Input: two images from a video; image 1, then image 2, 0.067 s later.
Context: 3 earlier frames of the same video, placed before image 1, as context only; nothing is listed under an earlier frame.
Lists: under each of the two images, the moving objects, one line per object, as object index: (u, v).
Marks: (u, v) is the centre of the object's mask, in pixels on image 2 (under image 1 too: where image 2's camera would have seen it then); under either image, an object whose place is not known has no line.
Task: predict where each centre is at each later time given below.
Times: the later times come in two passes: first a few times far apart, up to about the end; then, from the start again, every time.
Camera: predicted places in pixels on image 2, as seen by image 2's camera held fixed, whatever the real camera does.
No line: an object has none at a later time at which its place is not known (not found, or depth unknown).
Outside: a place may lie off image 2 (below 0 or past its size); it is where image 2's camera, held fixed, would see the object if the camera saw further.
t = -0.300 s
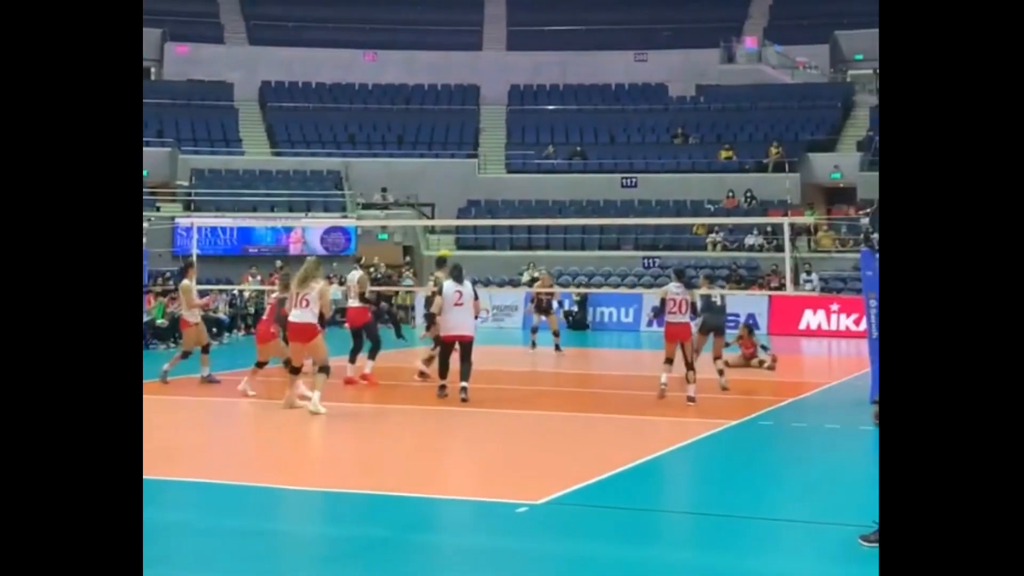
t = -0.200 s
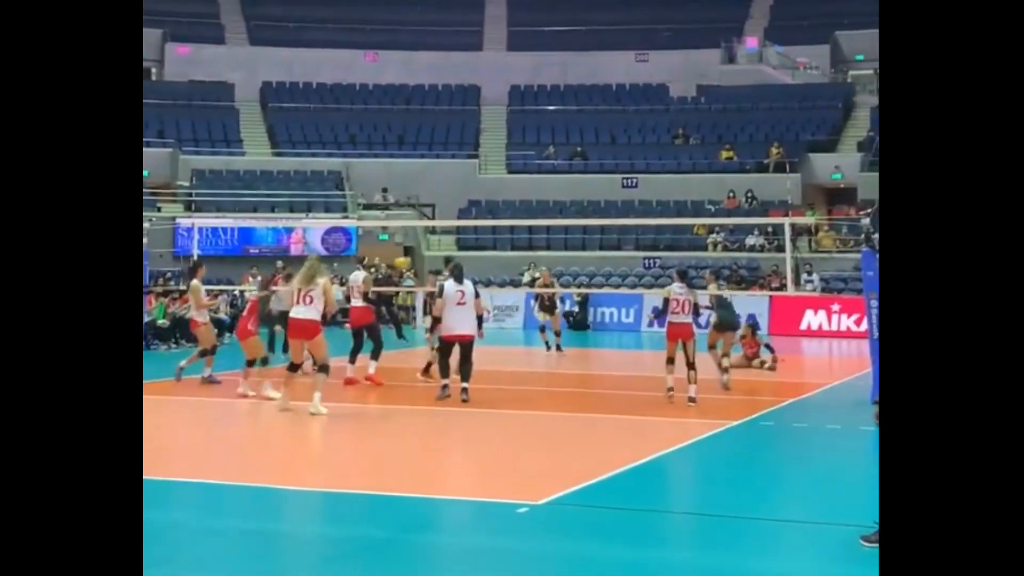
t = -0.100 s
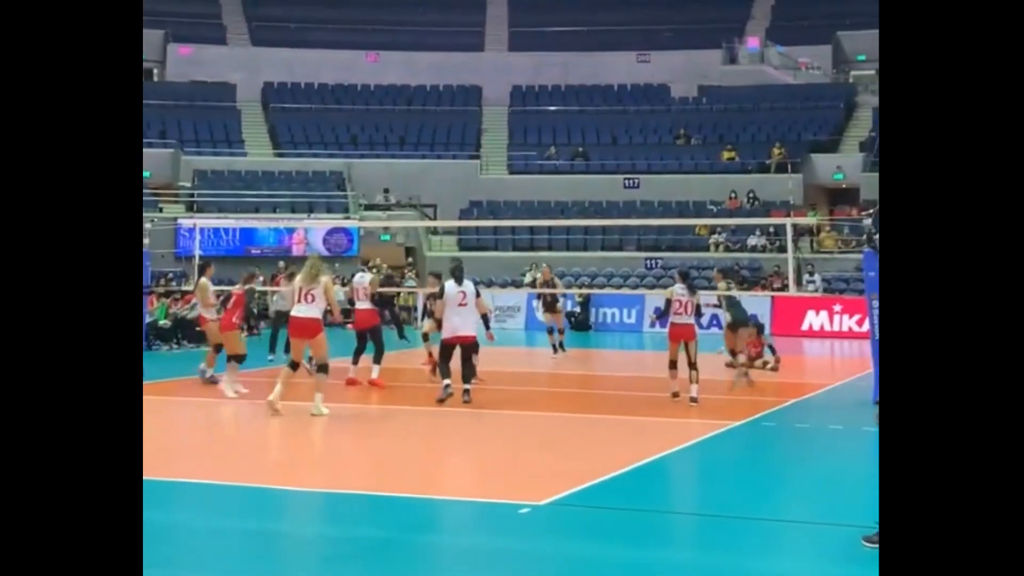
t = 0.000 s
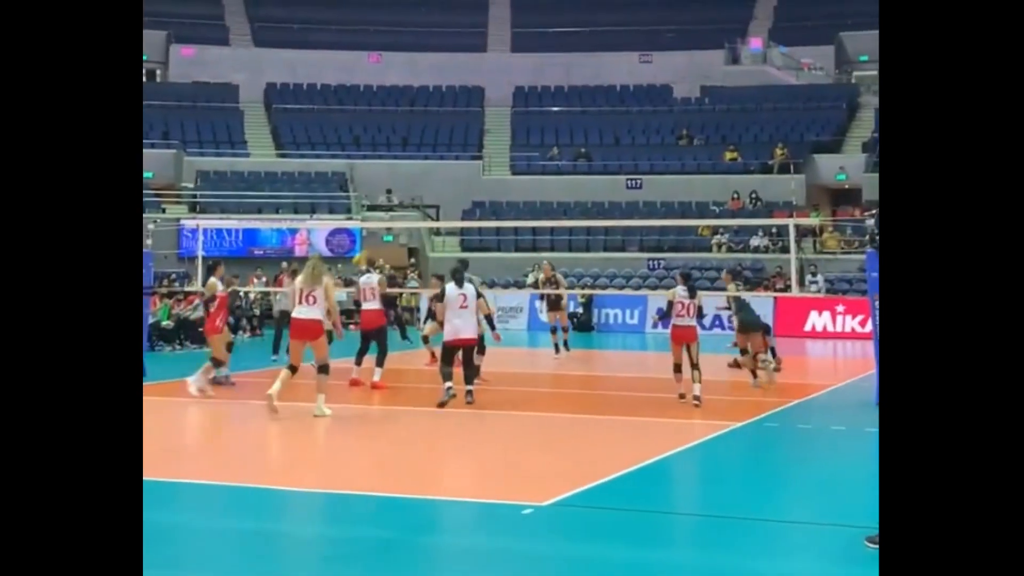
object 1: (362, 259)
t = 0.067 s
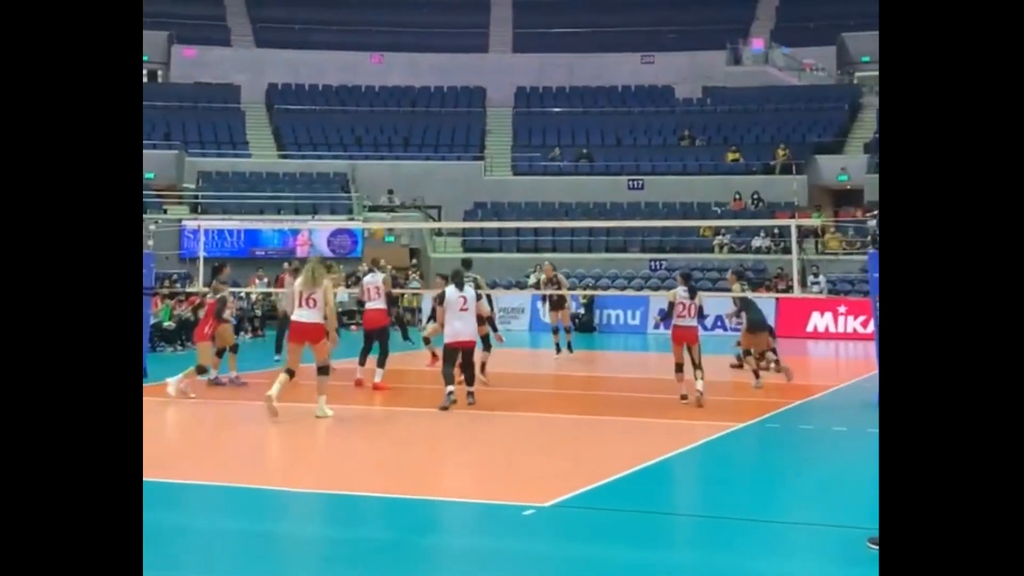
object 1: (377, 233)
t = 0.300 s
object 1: (436, 148)
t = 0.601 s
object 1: (507, 90)
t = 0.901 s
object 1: (577, 87)
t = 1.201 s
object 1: (648, 139)
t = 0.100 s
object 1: (388, 214)
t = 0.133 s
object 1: (395, 203)
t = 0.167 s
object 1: (403, 191)
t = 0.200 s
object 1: (411, 178)
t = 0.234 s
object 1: (420, 166)
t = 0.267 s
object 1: (428, 156)
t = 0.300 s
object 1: (436, 148)
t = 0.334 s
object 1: (444, 138)
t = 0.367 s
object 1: (452, 130)
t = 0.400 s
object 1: (460, 122)
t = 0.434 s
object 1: (468, 115)
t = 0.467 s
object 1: (476, 108)
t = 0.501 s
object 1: (483, 102)
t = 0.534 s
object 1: (491, 97)
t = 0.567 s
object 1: (499, 93)
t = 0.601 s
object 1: (507, 90)
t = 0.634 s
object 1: (514, 87)
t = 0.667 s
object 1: (523, 84)
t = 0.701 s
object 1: (530, 83)
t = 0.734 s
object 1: (538, 82)
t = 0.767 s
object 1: (546, 82)
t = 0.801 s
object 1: (554, 82)
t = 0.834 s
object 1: (561, 83)
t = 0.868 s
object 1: (570, 84)
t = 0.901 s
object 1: (577, 87)
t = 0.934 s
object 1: (585, 90)
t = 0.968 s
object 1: (593, 93)
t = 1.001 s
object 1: (601, 98)
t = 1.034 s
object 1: (609, 103)
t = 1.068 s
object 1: (617, 109)
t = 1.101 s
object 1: (624, 116)
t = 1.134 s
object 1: (632, 122)
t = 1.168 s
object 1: (640, 131)
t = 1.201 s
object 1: (648, 139)
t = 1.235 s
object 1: (656, 148)
